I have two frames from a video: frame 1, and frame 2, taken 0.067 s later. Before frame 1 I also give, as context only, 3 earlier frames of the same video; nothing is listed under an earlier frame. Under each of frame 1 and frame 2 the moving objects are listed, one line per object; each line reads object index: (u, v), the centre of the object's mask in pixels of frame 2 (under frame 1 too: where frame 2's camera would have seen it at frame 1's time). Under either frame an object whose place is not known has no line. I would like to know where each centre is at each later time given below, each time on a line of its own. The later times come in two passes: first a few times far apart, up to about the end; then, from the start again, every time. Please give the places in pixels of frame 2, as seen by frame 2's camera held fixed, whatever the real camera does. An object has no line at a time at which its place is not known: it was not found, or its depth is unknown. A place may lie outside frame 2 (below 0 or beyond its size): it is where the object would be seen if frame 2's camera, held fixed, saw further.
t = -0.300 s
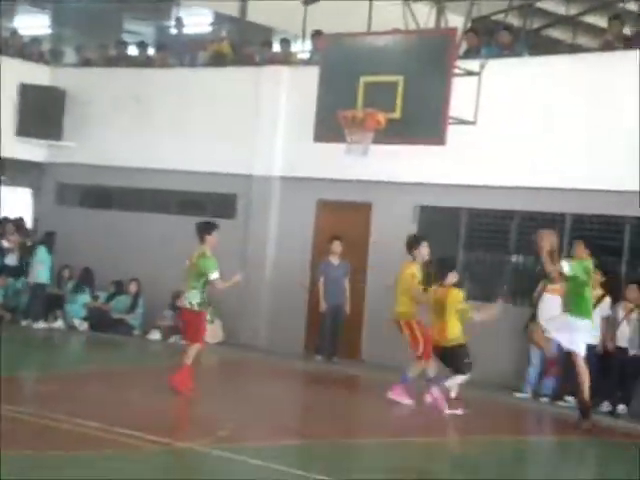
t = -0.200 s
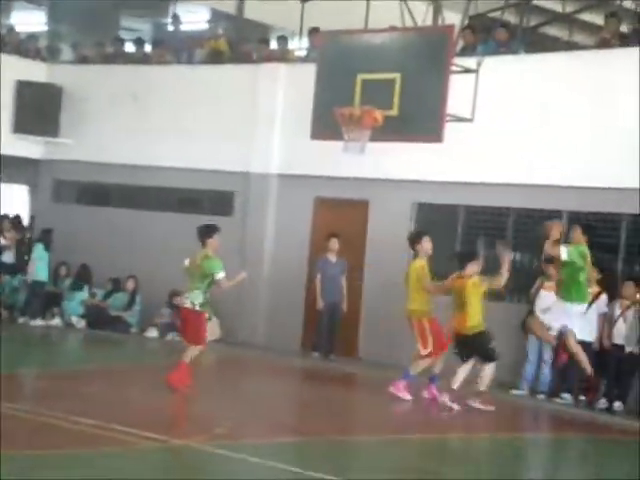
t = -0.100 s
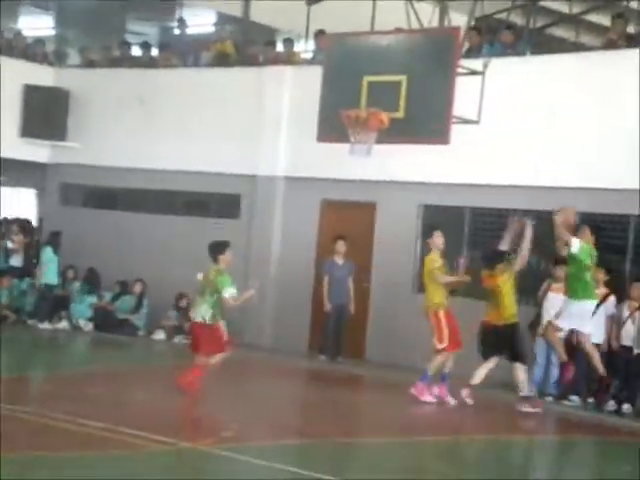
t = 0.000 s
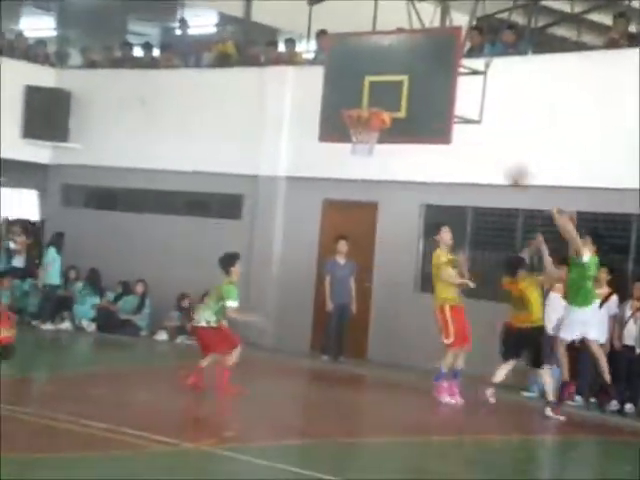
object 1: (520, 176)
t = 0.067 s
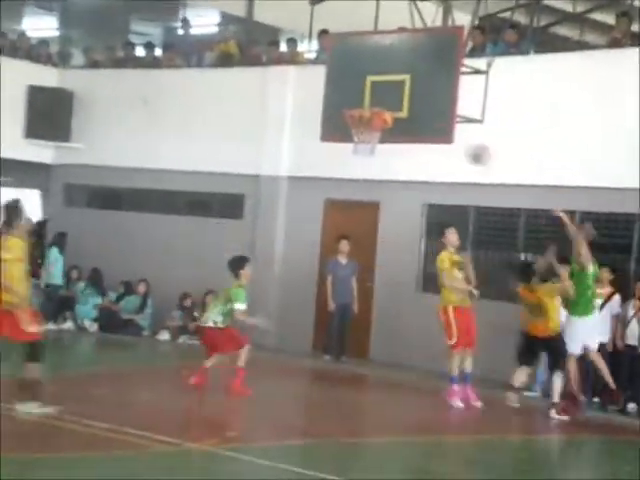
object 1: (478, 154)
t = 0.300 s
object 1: (346, 113)
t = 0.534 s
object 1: (217, 134)
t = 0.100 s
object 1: (460, 145)
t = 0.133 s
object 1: (440, 136)
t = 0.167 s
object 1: (422, 131)
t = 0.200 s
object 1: (400, 123)
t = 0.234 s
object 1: (381, 118)
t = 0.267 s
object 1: (358, 116)
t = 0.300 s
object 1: (346, 113)
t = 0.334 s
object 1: (325, 113)
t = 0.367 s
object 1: (308, 114)
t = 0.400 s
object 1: (289, 116)
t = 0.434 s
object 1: (270, 118)
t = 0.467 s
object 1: (254, 122)
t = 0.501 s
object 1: (234, 128)
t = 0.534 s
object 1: (217, 134)
